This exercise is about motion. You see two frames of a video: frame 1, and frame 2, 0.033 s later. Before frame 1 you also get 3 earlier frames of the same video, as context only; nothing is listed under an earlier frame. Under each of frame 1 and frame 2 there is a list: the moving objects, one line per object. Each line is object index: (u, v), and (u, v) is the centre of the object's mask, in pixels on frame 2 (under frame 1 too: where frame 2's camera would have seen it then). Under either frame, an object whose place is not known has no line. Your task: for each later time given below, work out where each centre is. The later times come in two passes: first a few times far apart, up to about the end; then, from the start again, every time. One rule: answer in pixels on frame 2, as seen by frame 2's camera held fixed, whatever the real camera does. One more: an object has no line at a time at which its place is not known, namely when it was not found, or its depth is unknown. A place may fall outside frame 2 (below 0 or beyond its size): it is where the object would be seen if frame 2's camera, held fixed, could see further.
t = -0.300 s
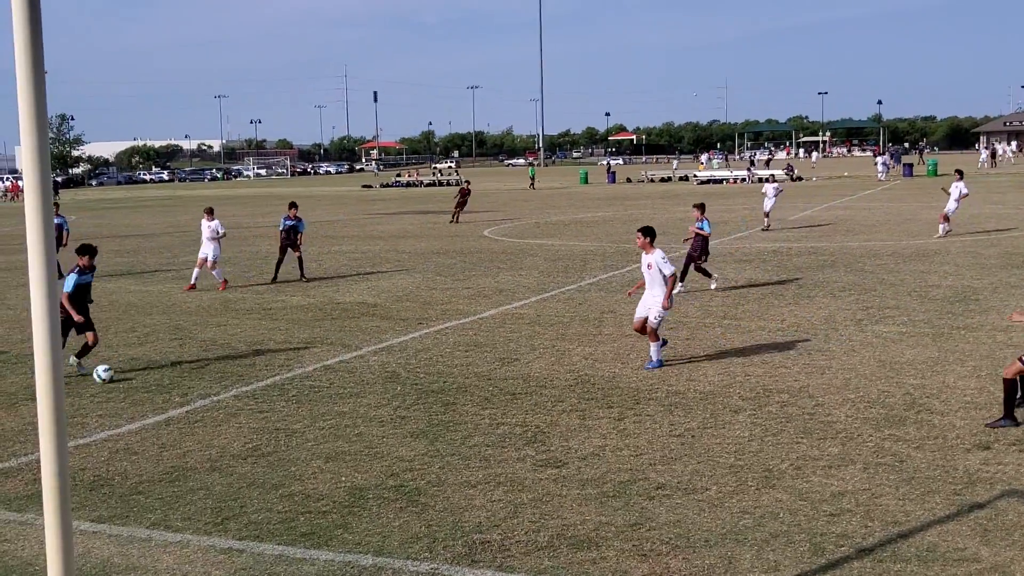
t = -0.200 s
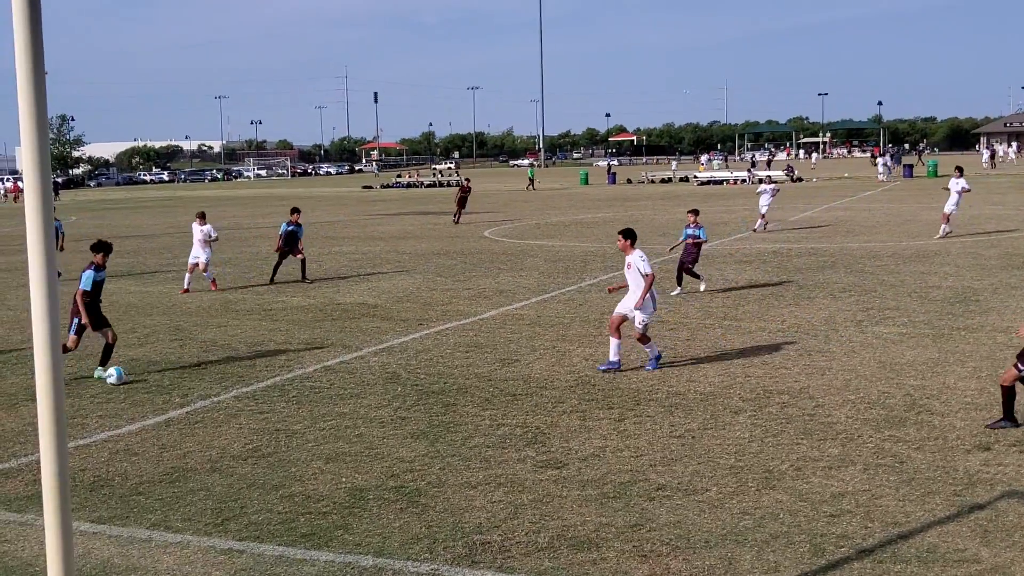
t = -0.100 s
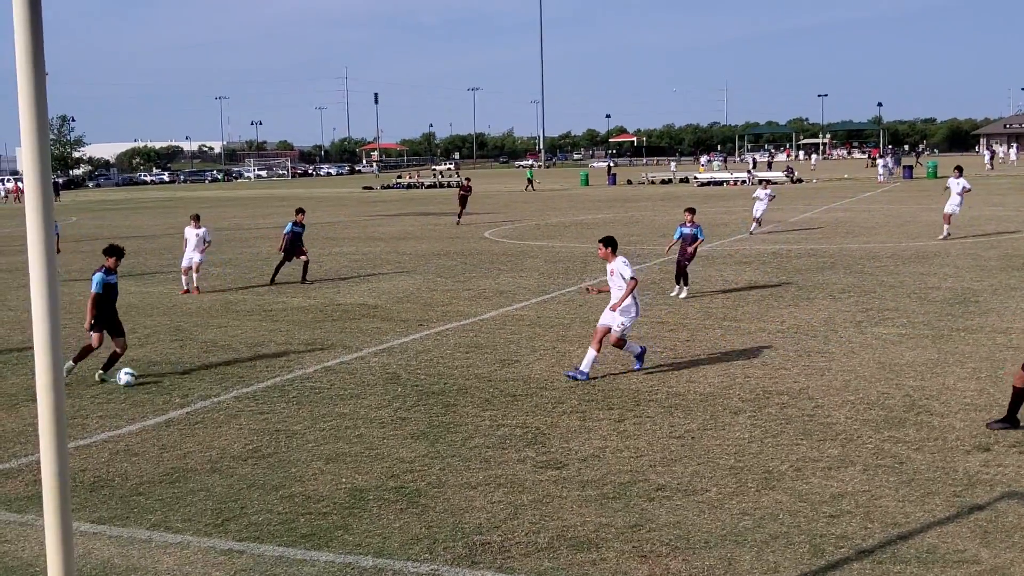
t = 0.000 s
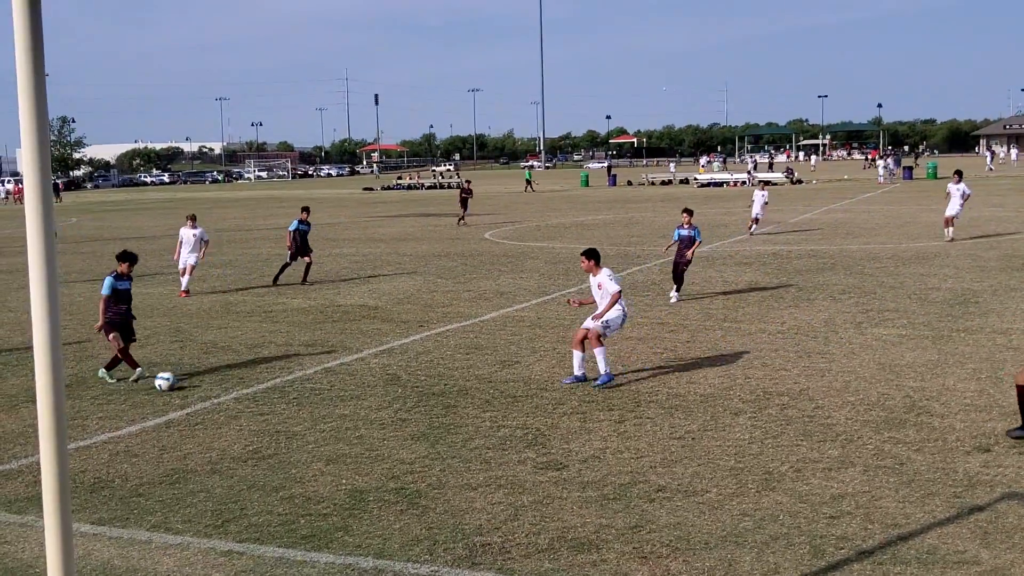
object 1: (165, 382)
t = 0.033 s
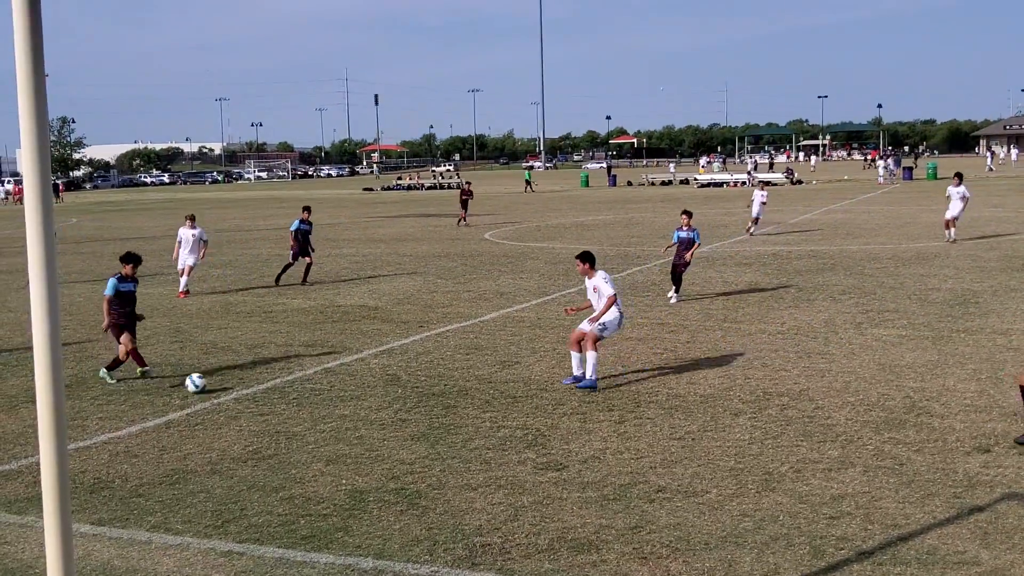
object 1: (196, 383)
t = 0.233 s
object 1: (388, 398)
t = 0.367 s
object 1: (517, 408)
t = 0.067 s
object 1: (227, 386)
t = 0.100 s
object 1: (259, 388)
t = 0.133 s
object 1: (292, 393)
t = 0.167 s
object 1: (324, 394)
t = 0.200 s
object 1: (355, 396)
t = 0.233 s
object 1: (388, 398)
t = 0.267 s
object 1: (421, 402)
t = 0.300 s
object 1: (453, 405)
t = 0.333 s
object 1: (485, 406)
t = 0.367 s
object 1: (517, 408)
